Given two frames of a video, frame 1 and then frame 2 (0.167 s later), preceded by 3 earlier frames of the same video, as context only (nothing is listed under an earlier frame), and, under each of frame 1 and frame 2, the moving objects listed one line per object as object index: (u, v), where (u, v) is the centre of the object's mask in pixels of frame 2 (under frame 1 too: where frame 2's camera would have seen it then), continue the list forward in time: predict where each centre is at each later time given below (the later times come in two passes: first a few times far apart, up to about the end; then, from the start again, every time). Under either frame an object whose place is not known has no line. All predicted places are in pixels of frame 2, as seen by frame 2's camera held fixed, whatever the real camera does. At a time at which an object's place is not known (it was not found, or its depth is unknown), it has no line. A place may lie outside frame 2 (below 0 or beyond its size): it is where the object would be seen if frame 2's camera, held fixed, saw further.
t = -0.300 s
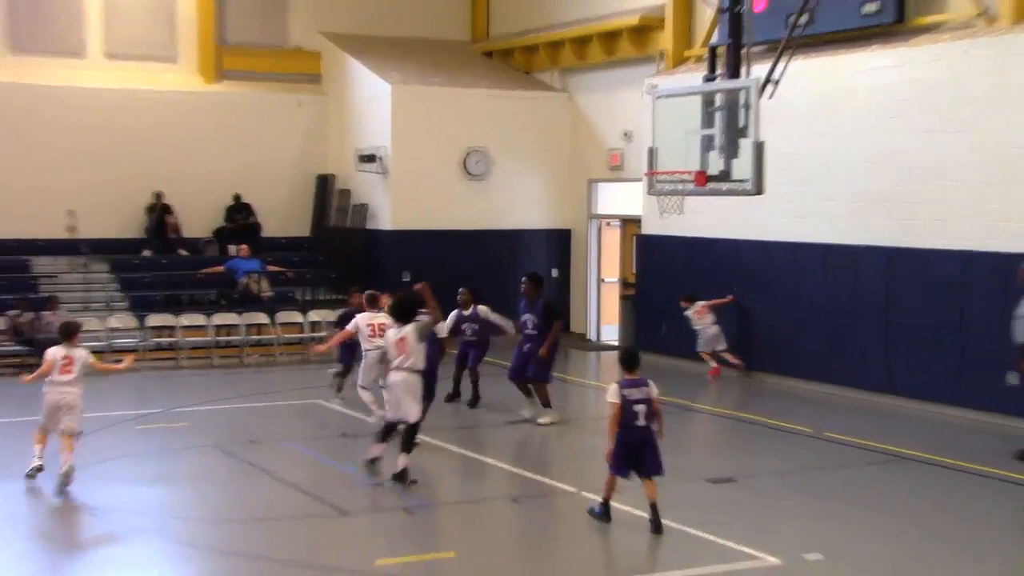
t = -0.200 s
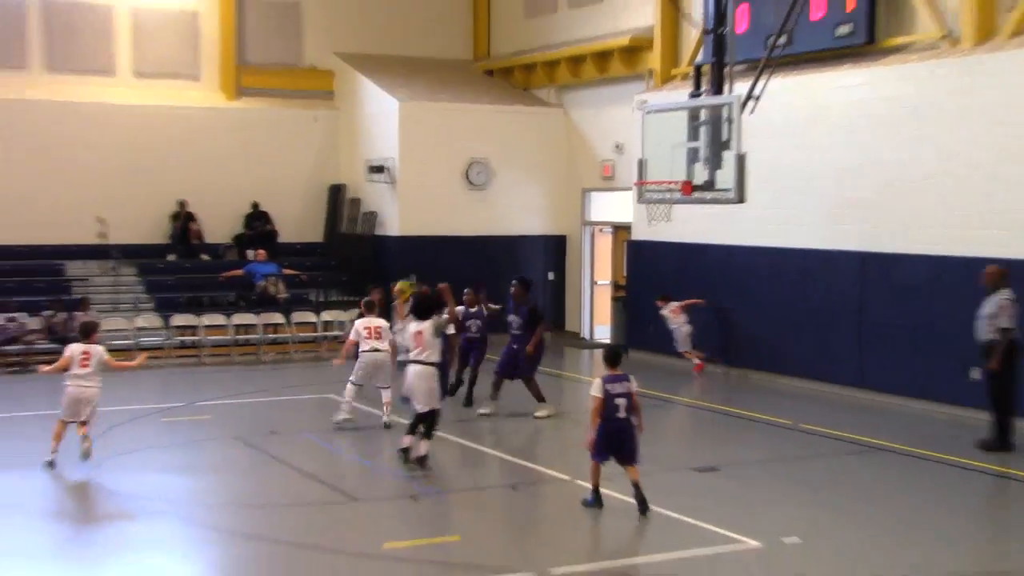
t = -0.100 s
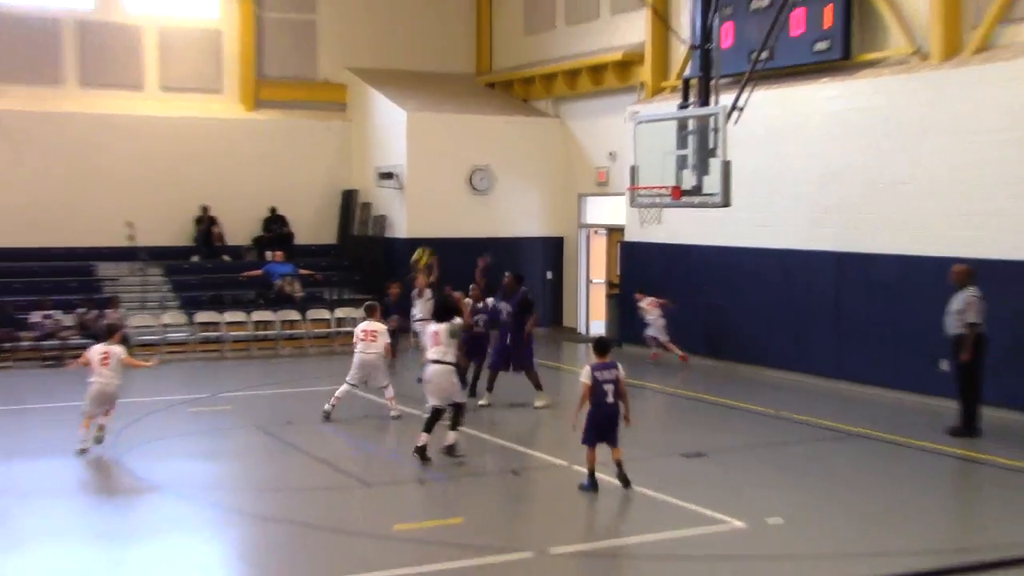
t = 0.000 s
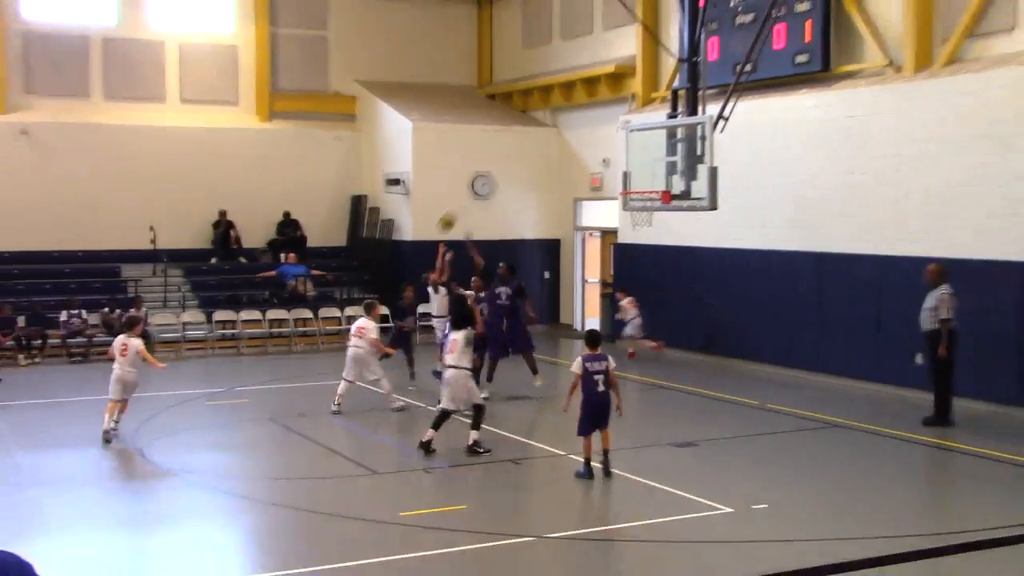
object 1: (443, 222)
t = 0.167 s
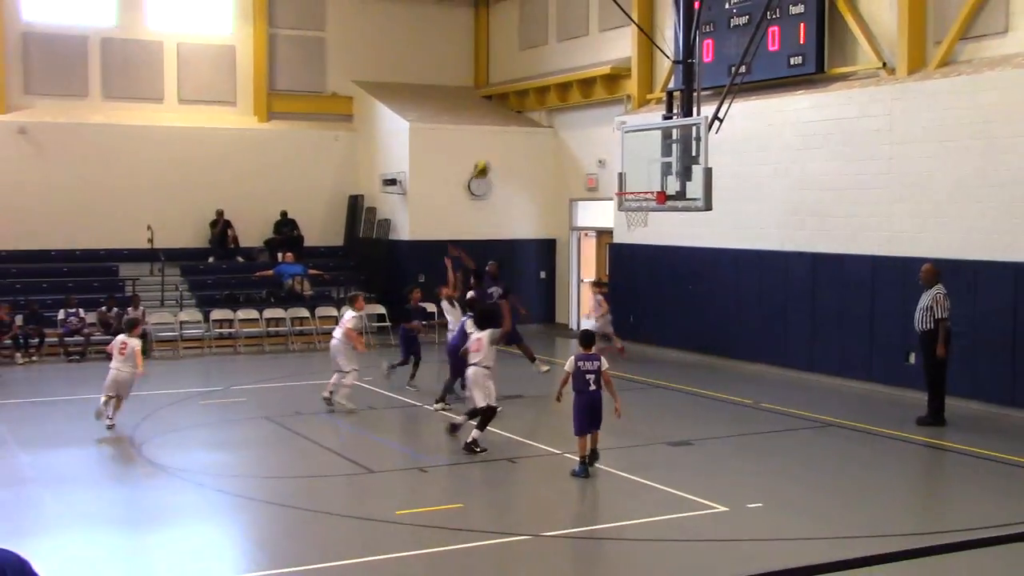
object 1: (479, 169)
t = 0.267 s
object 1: (503, 147)
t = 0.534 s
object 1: (562, 124)
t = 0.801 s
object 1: (626, 154)
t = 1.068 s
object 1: (665, 153)
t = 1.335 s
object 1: (681, 146)
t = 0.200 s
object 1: (489, 161)
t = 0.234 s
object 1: (496, 154)
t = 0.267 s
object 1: (503, 147)
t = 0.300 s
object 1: (510, 142)
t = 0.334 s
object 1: (518, 137)
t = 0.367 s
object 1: (525, 133)
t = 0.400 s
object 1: (533, 129)
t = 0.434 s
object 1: (540, 126)
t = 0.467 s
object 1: (548, 125)
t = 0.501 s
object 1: (555, 124)
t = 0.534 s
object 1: (562, 124)
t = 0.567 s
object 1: (571, 125)
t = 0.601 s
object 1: (580, 127)
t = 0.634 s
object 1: (587, 129)
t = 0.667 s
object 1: (595, 133)
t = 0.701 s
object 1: (603, 137)
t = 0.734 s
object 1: (610, 142)
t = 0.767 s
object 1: (619, 148)
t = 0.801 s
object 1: (626, 154)
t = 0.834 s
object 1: (635, 162)
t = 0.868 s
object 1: (643, 171)
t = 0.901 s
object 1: (651, 179)
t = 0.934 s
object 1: (655, 176)
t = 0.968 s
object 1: (657, 170)
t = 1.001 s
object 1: (660, 164)
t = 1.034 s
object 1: (662, 158)
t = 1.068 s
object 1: (665, 153)
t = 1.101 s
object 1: (668, 149)
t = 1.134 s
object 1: (670, 147)
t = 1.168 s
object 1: (672, 145)
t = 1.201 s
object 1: (674, 143)
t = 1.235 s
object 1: (677, 143)
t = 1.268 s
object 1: (679, 143)
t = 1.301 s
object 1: (680, 144)
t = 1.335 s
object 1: (681, 146)
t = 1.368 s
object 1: (682, 147)
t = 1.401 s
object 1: (684, 151)
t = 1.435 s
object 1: (685, 154)
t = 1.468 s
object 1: (687, 160)
